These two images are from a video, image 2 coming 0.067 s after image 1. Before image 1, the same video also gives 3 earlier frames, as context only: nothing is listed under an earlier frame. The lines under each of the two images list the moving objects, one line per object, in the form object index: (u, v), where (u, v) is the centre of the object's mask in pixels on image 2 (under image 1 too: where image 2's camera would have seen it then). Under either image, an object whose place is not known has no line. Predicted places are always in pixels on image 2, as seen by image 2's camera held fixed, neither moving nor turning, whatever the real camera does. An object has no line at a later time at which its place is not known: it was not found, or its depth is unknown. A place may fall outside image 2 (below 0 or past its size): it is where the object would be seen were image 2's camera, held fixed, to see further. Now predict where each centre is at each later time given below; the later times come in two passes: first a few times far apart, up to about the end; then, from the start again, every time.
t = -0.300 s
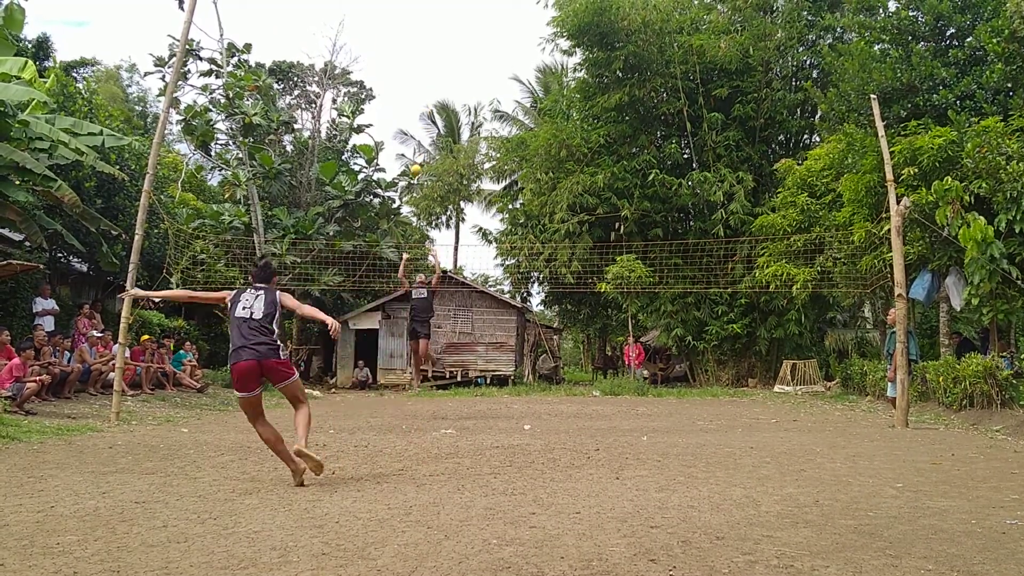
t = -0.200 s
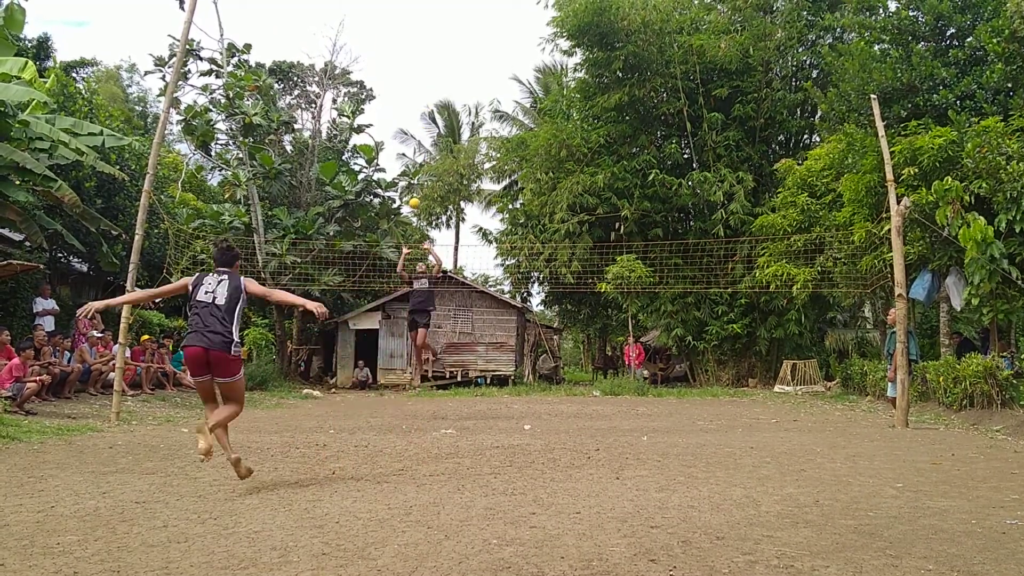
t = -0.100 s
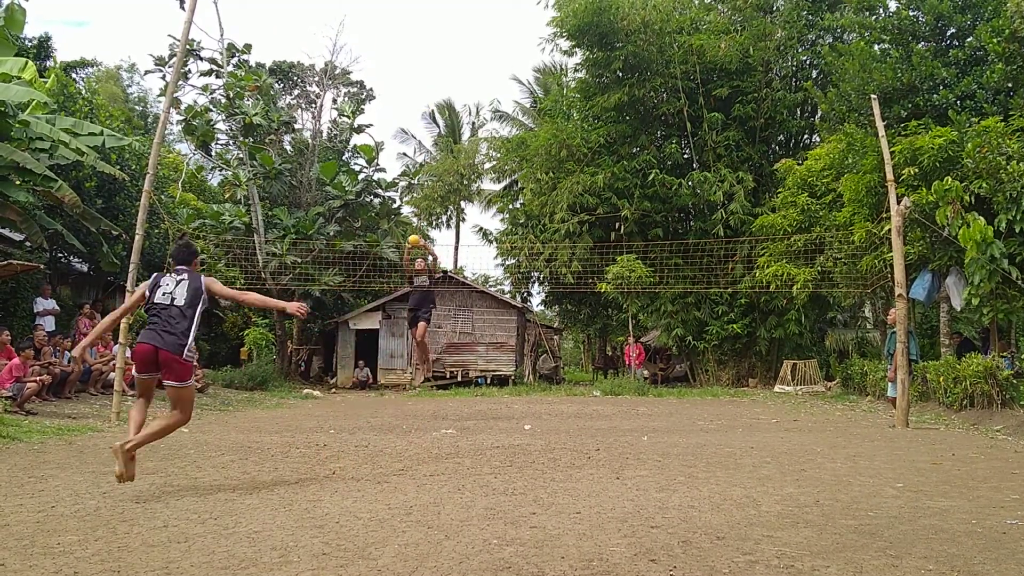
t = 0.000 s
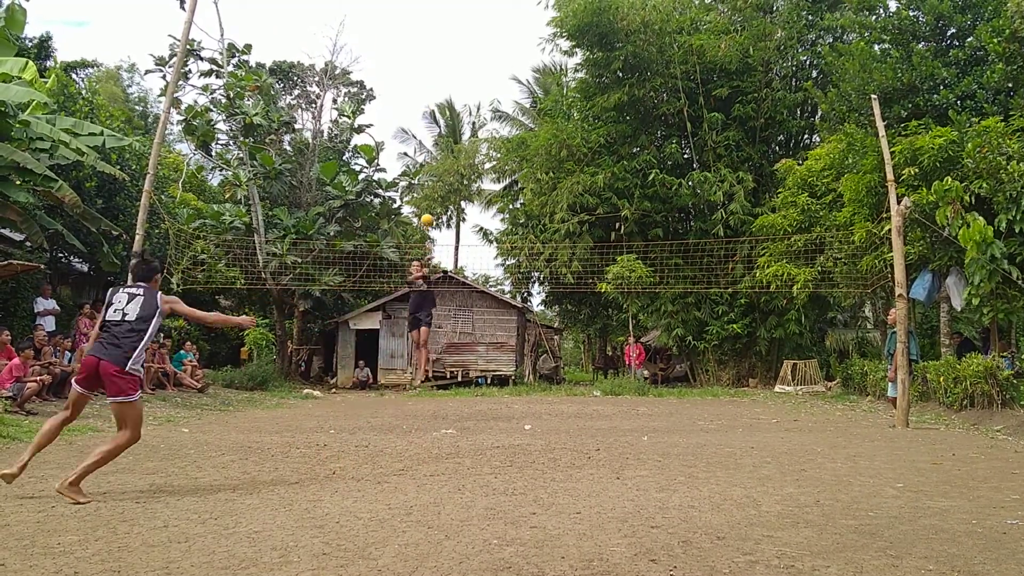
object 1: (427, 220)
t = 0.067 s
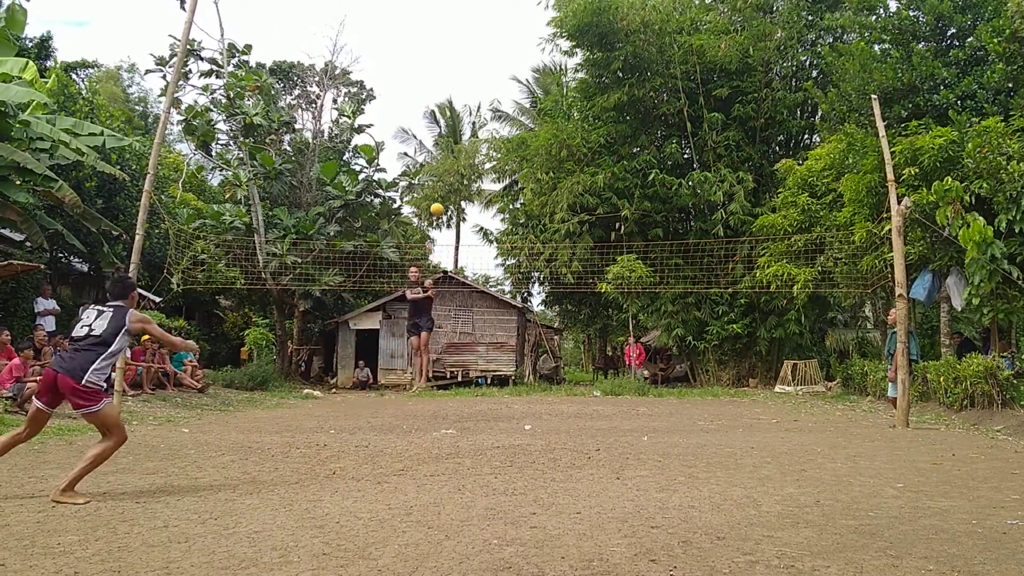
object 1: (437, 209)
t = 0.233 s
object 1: (466, 196)
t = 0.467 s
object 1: (526, 224)
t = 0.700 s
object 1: (629, 362)
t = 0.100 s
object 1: (441, 205)
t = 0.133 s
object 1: (447, 201)
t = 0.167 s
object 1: (453, 198)
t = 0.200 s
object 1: (459, 197)
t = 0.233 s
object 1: (466, 196)
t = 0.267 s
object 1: (473, 196)
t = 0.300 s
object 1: (481, 197)
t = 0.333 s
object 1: (488, 199)
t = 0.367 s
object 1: (496, 204)
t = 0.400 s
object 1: (506, 208)
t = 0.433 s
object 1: (515, 216)
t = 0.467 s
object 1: (526, 224)
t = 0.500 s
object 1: (537, 235)
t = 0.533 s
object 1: (550, 248)
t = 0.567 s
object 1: (563, 263)
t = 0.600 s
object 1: (578, 282)
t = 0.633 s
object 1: (593, 304)
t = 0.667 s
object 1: (610, 330)
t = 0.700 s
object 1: (629, 362)
